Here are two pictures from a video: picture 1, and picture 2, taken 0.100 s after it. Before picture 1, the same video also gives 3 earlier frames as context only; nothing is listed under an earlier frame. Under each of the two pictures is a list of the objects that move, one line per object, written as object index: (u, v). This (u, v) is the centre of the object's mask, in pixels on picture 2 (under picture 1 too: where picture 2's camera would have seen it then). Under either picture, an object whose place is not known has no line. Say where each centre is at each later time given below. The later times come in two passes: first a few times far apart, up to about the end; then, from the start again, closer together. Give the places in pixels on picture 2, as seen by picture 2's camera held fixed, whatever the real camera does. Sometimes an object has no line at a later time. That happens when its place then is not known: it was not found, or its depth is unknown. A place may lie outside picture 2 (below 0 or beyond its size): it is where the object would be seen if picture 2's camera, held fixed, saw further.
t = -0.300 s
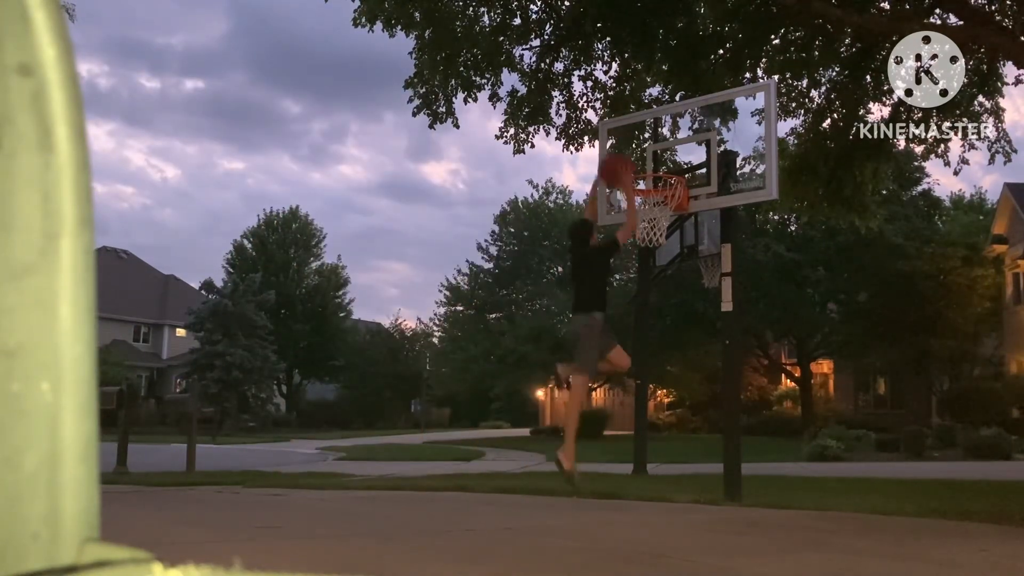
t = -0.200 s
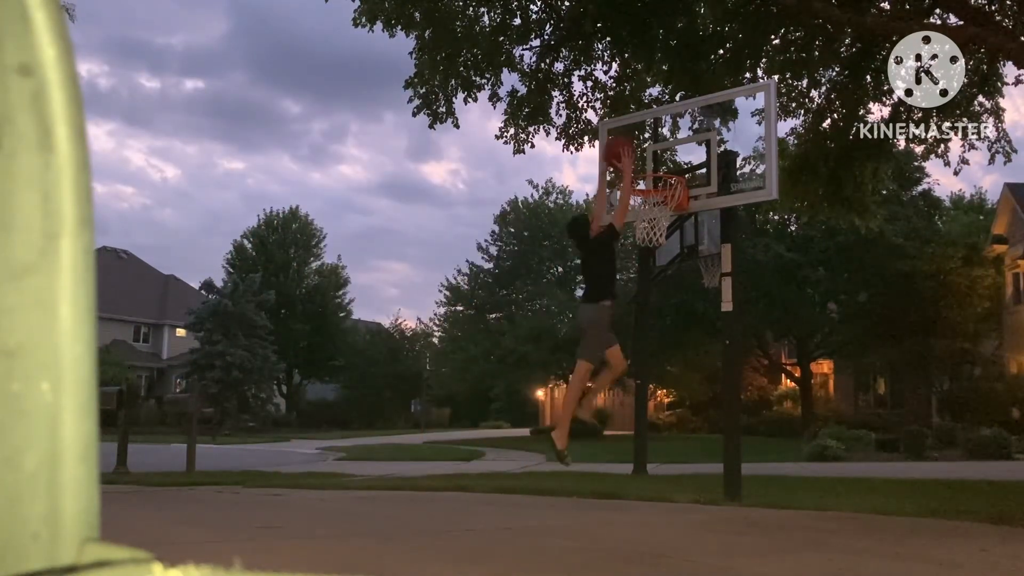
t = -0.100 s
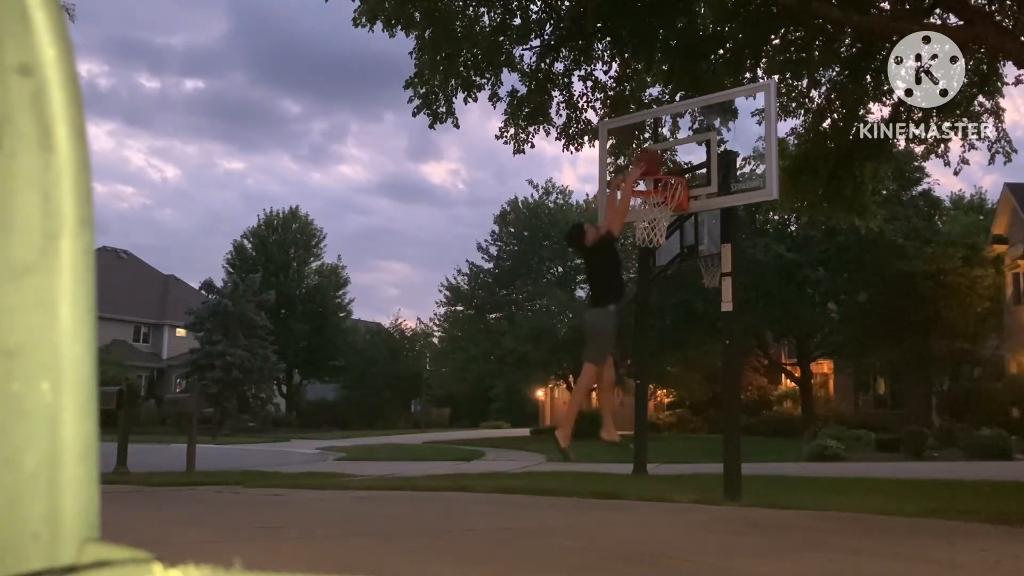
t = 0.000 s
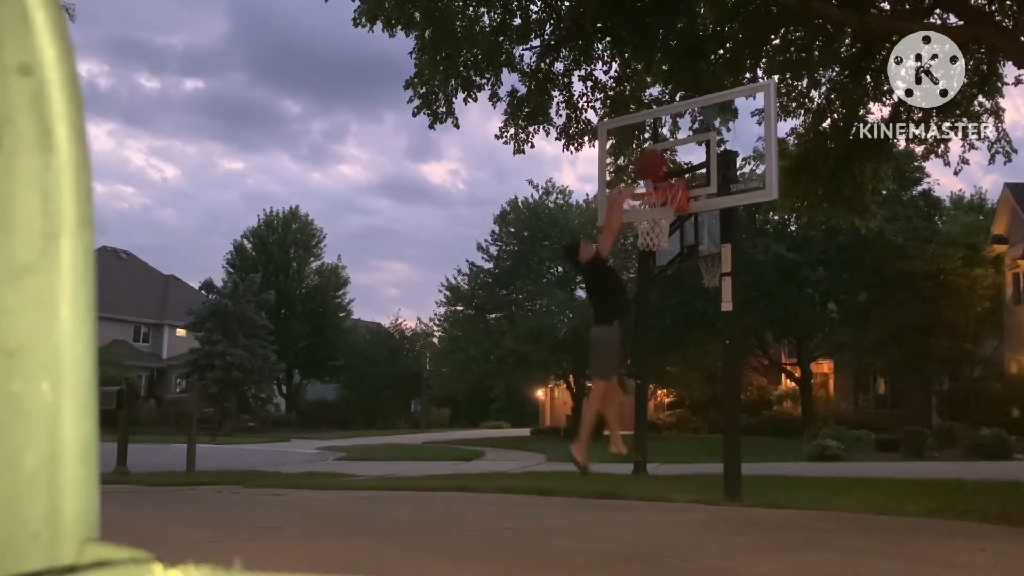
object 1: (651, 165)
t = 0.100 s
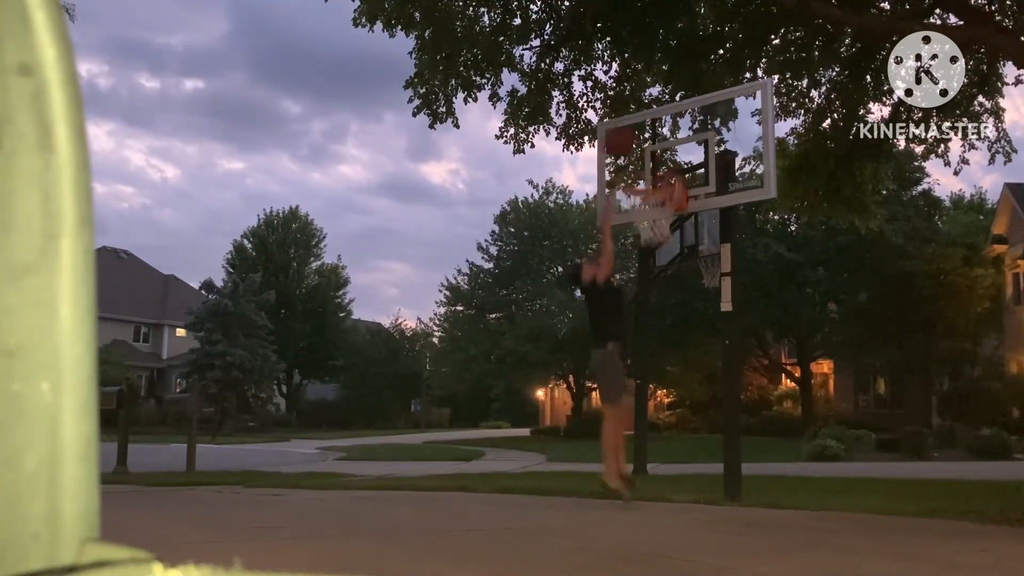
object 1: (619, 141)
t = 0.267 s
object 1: (560, 133)
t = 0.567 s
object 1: (447, 215)
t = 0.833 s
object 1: (330, 419)
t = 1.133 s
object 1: (256, 355)
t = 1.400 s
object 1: (201, 279)
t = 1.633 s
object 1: (150, 311)
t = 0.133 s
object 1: (609, 137)
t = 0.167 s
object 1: (596, 134)
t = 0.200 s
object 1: (584, 132)
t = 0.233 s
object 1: (572, 132)
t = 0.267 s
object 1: (560, 133)
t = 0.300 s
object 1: (548, 135)
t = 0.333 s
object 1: (537, 139)
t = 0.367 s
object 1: (524, 145)
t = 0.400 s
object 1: (512, 153)
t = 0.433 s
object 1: (498, 162)
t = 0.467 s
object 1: (487, 173)
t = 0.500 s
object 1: (473, 186)
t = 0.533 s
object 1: (461, 200)
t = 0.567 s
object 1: (447, 215)
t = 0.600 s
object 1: (434, 234)
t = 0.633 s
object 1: (420, 254)
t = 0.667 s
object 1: (406, 277)
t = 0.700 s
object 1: (391, 300)
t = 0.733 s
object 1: (374, 330)
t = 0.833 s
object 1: (330, 419)
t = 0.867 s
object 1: (312, 461)
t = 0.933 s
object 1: (288, 489)
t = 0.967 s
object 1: (283, 461)
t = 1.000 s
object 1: (276, 432)
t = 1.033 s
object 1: (271, 412)
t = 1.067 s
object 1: (266, 389)
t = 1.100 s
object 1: (260, 370)
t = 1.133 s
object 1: (256, 355)
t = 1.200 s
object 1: (243, 325)
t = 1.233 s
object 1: (236, 314)
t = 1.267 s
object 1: (229, 303)
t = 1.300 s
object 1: (223, 296)
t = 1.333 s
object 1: (217, 288)
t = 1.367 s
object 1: (209, 283)
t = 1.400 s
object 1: (201, 279)
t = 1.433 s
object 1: (194, 279)
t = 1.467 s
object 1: (187, 279)
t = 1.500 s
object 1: (180, 282)
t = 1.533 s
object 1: (172, 287)
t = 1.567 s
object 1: (165, 293)
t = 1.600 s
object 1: (158, 301)
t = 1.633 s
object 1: (150, 311)
